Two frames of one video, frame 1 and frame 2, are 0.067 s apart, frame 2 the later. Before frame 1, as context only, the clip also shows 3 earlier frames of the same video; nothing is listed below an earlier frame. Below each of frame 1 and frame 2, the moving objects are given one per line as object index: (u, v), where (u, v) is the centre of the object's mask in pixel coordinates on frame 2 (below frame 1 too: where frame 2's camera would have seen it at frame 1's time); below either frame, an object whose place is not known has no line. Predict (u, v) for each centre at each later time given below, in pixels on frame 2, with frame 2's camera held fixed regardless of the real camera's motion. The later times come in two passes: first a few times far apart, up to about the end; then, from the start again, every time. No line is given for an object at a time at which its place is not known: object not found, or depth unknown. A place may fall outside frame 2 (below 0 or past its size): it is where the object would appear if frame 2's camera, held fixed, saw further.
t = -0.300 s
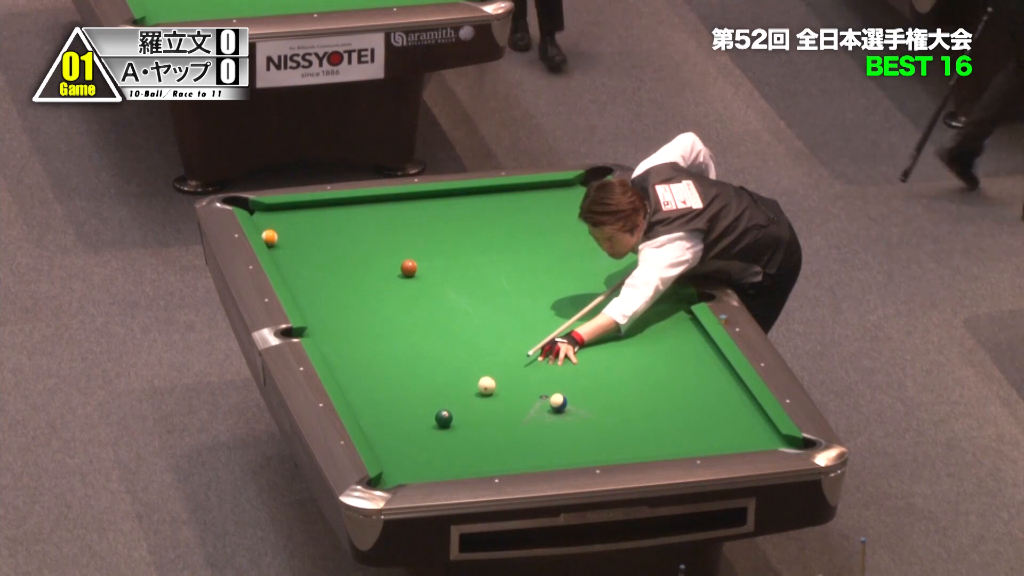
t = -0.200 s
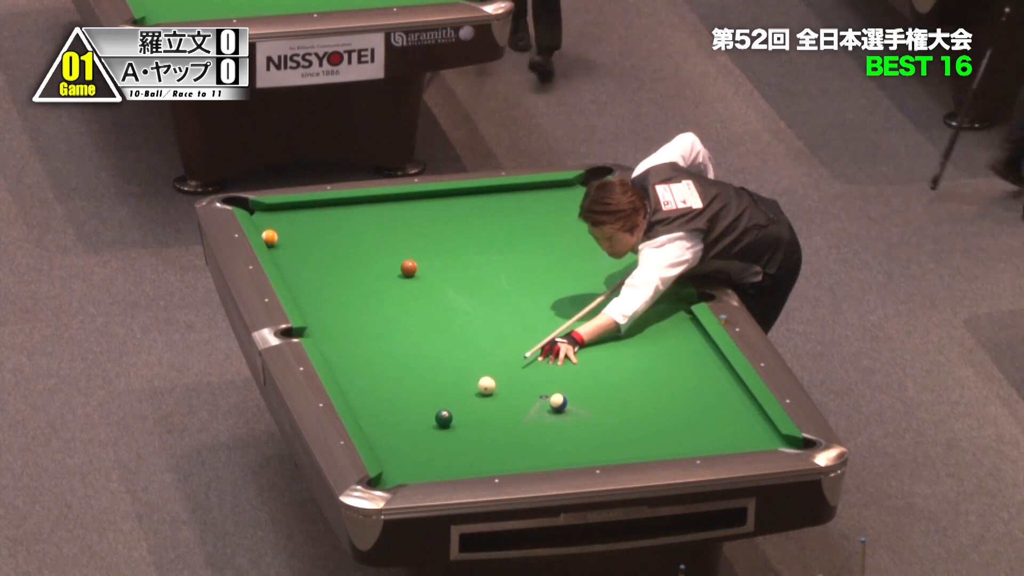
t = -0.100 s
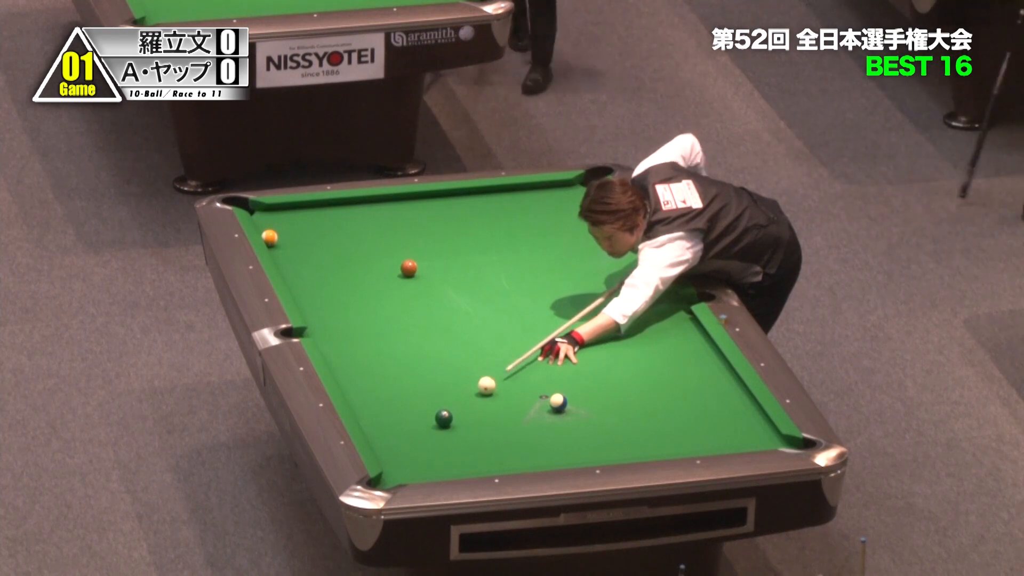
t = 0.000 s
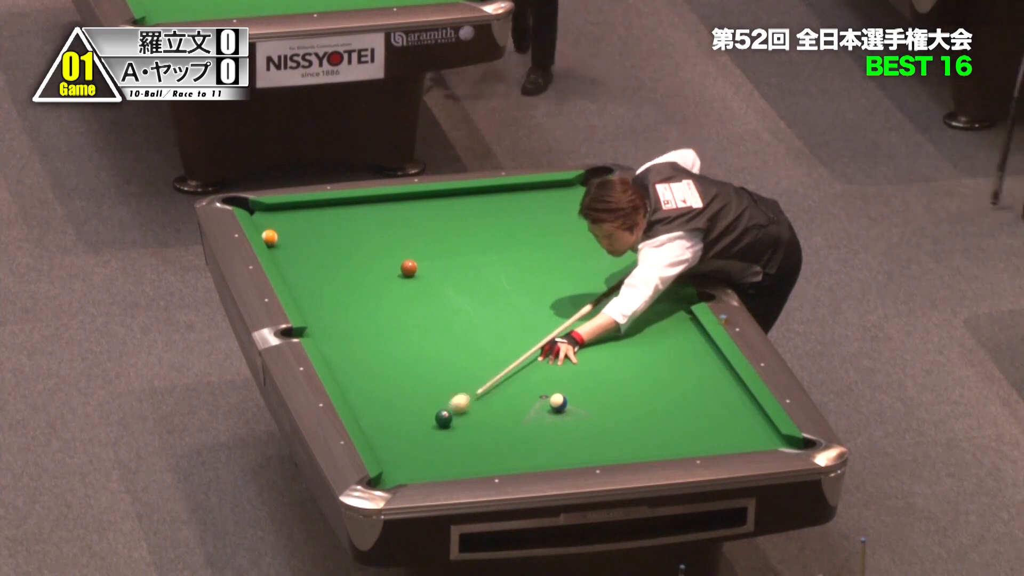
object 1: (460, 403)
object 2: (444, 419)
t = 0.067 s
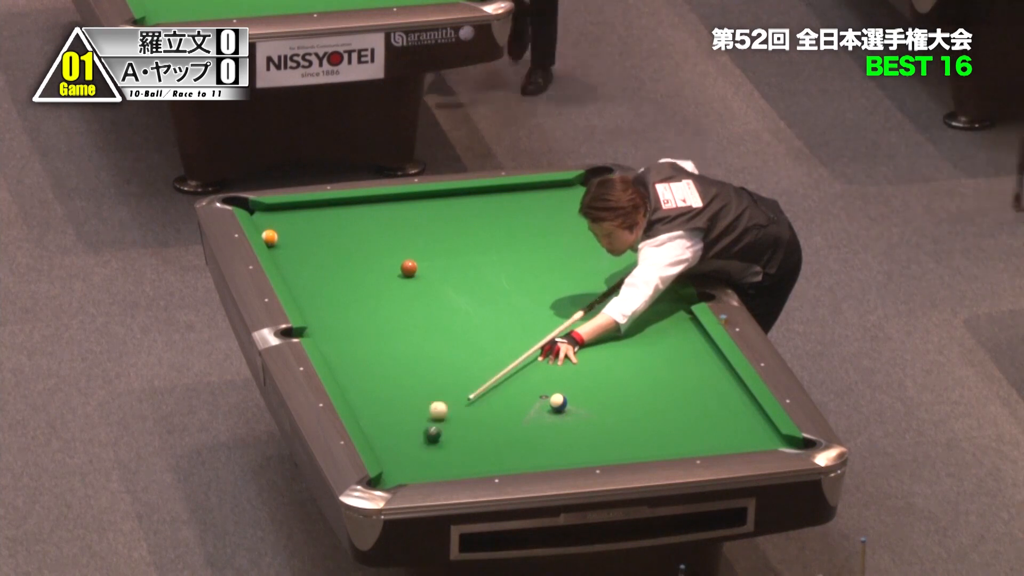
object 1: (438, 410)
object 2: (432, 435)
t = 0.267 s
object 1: (400, 410)
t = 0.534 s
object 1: (362, 407)
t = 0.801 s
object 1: (381, 397)
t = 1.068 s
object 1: (398, 387)
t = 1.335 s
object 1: (415, 378)
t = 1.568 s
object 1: (428, 371)
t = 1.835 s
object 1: (443, 363)
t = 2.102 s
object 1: (456, 356)
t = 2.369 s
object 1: (468, 350)
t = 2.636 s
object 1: (480, 344)
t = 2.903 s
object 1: (491, 338)
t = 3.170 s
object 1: (500, 333)
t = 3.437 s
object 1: (509, 329)
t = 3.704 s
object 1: (517, 324)
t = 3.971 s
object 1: (524, 321)
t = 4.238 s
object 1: (530, 318)
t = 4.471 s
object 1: (534, 315)
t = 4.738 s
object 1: (539, 313)
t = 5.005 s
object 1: (542, 311)
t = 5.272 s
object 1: (545, 310)
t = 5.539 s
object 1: (546, 309)
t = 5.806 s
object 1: (547, 309)
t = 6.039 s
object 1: (547, 308)
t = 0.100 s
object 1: (431, 411)
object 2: (424, 447)
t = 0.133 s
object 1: (425, 410)
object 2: (416, 458)
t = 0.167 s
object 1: (419, 410)
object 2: (409, 469)
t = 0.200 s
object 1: (413, 410)
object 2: (400, 476)
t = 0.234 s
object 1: (406, 410)
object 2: (390, 485)
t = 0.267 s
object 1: (400, 410)
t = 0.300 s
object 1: (394, 410)
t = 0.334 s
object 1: (388, 410)
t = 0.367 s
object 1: (382, 410)
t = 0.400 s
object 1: (376, 410)
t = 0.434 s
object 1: (370, 410)
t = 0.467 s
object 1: (364, 409)
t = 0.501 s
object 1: (360, 409)
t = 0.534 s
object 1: (362, 407)
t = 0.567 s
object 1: (365, 406)
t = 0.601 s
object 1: (367, 405)
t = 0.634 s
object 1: (369, 404)
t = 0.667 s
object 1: (372, 402)
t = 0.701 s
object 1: (374, 401)
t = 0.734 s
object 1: (376, 400)
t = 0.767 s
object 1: (379, 399)
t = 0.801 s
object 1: (381, 397)
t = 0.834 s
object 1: (383, 396)
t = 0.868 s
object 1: (385, 395)
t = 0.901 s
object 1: (387, 394)
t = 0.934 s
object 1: (390, 392)
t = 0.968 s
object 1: (392, 391)
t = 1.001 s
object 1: (394, 390)
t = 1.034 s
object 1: (396, 388)
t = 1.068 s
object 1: (398, 387)
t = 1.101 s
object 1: (401, 386)
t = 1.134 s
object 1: (403, 385)
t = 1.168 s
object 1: (405, 384)
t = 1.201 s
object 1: (407, 383)
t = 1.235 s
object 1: (409, 382)
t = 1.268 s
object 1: (411, 381)
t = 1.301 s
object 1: (413, 380)
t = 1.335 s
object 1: (415, 378)
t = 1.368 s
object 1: (417, 377)
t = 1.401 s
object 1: (419, 376)
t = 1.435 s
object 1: (421, 375)
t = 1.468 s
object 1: (423, 374)
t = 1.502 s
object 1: (425, 373)
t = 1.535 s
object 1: (426, 372)
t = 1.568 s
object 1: (428, 371)
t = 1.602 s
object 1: (430, 370)
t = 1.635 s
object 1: (432, 369)
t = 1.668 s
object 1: (434, 368)
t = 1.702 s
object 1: (436, 367)
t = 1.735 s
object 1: (438, 366)
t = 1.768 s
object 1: (439, 365)
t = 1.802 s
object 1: (441, 364)
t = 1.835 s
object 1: (443, 363)
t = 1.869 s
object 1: (444, 362)
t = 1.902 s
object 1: (446, 362)
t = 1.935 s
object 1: (448, 361)
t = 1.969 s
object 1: (450, 360)
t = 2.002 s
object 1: (451, 359)
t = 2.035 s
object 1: (453, 358)
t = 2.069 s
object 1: (454, 357)
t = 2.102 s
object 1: (456, 356)
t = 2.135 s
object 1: (457, 356)
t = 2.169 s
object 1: (459, 355)
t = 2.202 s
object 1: (461, 354)
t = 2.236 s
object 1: (462, 353)
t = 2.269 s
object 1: (464, 352)
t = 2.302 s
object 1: (465, 351)
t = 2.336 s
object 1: (467, 350)
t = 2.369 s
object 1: (468, 350)
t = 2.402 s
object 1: (470, 349)
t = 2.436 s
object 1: (471, 348)
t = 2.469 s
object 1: (473, 347)
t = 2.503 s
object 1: (474, 347)
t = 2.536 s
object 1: (476, 346)
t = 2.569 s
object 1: (477, 345)
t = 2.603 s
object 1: (479, 344)
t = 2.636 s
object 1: (480, 344)
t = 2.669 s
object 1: (481, 343)
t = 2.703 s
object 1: (483, 342)
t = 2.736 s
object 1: (484, 342)
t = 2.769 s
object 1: (485, 341)
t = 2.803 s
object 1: (487, 340)
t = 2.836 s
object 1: (488, 339)
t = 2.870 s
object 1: (489, 339)
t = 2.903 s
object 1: (491, 338)
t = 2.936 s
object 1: (492, 337)
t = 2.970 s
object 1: (493, 337)
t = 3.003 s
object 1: (494, 336)
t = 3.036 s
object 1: (495, 336)
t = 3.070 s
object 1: (497, 335)
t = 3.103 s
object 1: (498, 334)
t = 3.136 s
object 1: (499, 334)
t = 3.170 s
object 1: (500, 333)
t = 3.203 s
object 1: (501, 333)
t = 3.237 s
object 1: (503, 332)
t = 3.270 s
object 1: (504, 331)
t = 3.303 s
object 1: (505, 331)
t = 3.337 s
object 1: (506, 330)
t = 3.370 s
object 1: (507, 329)
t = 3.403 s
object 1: (508, 329)
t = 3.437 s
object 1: (509, 329)
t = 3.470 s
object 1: (510, 328)
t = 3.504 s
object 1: (511, 328)
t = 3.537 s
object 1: (512, 327)
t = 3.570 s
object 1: (513, 327)
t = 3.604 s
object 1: (514, 326)
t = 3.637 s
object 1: (515, 325)
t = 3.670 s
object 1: (516, 325)
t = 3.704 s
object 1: (517, 324)
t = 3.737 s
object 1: (518, 324)
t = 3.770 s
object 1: (519, 323)
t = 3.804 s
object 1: (520, 323)
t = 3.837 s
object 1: (521, 323)
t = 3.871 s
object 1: (521, 322)
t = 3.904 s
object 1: (522, 322)
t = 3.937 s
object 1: (523, 321)
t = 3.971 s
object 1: (524, 321)
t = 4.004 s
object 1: (525, 320)
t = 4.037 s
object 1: (526, 320)
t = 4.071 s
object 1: (526, 320)
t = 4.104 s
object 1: (527, 319)
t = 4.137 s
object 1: (528, 319)
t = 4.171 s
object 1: (528, 319)
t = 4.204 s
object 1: (529, 318)
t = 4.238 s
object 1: (530, 318)
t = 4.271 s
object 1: (530, 317)
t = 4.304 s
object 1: (531, 317)
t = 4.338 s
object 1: (532, 317)
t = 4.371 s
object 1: (532, 316)
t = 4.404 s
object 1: (533, 316)
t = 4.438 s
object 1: (534, 316)
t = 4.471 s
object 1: (534, 315)
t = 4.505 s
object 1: (535, 315)
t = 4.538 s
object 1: (535, 315)
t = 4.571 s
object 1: (536, 315)
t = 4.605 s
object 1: (537, 314)
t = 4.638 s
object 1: (537, 314)
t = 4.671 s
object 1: (538, 314)
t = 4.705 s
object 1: (538, 313)
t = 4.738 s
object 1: (539, 313)
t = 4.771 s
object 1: (539, 313)
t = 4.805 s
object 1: (539, 313)
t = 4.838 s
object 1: (540, 312)
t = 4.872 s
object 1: (540, 312)
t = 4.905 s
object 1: (541, 312)
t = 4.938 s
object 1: (541, 312)
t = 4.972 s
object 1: (541, 311)
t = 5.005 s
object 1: (542, 311)
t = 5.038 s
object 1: (542, 311)
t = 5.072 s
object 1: (543, 311)
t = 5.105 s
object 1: (543, 311)
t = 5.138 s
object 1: (543, 311)
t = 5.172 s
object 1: (544, 310)
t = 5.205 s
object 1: (544, 310)
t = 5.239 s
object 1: (544, 310)
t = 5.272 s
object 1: (545, 310)
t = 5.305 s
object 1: (545, 310)
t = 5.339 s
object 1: (545, 310)
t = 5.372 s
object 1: (545, 310)
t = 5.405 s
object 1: (546, 309)
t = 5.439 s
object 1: (546, 309)
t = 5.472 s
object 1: (546, 309)
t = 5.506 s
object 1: (546, 309)
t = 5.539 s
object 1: (546, 309)
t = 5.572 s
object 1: (547, 309)
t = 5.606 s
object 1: (547, 309)
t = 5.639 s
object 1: (547, 309)
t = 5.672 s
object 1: (547, 309)
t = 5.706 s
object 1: (547, 309)
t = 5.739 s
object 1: (547, 309)
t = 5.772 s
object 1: (547, 309)
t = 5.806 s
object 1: (547, 309)
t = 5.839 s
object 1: (547, 309)
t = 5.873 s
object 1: (547, 309)
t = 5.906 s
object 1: (547, 309)
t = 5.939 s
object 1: (547, 308)
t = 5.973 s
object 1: (547, 308)
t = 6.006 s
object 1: (547, 308)
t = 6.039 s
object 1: (547, 308)
